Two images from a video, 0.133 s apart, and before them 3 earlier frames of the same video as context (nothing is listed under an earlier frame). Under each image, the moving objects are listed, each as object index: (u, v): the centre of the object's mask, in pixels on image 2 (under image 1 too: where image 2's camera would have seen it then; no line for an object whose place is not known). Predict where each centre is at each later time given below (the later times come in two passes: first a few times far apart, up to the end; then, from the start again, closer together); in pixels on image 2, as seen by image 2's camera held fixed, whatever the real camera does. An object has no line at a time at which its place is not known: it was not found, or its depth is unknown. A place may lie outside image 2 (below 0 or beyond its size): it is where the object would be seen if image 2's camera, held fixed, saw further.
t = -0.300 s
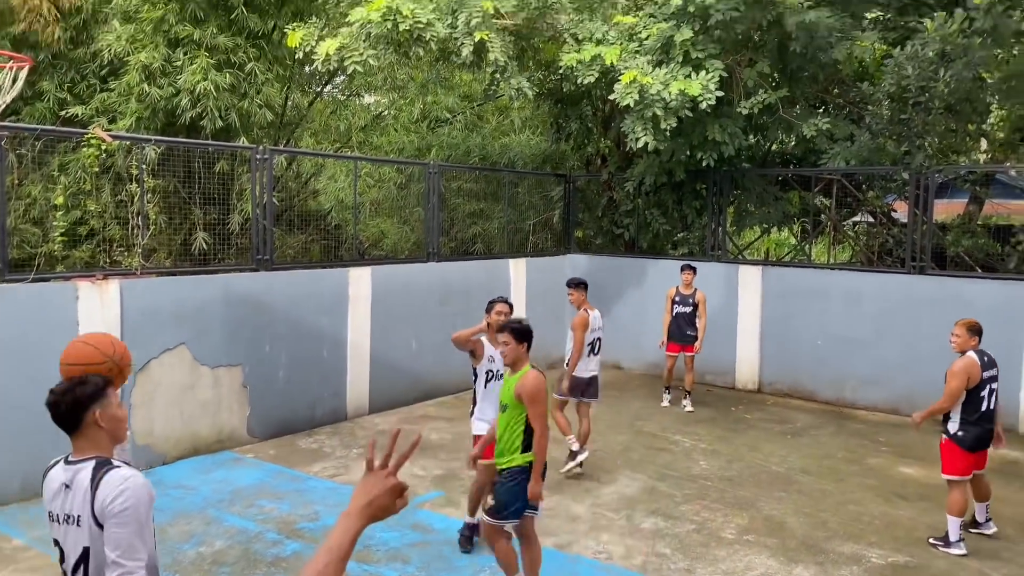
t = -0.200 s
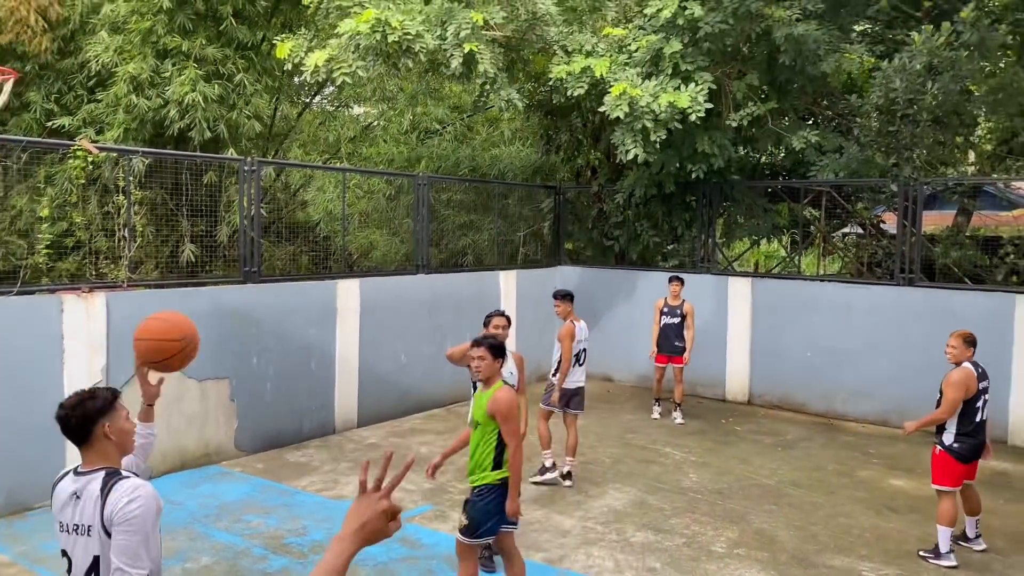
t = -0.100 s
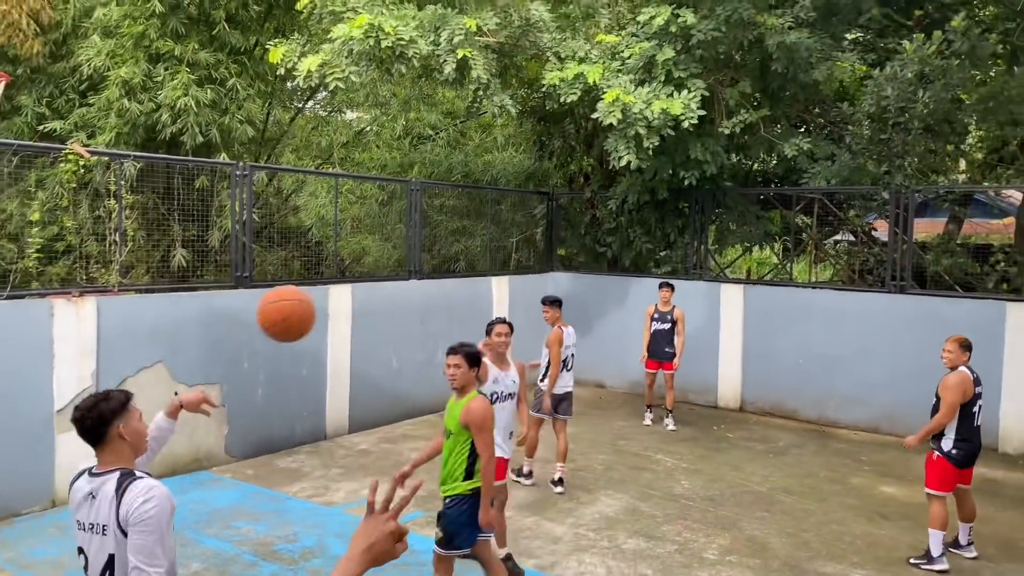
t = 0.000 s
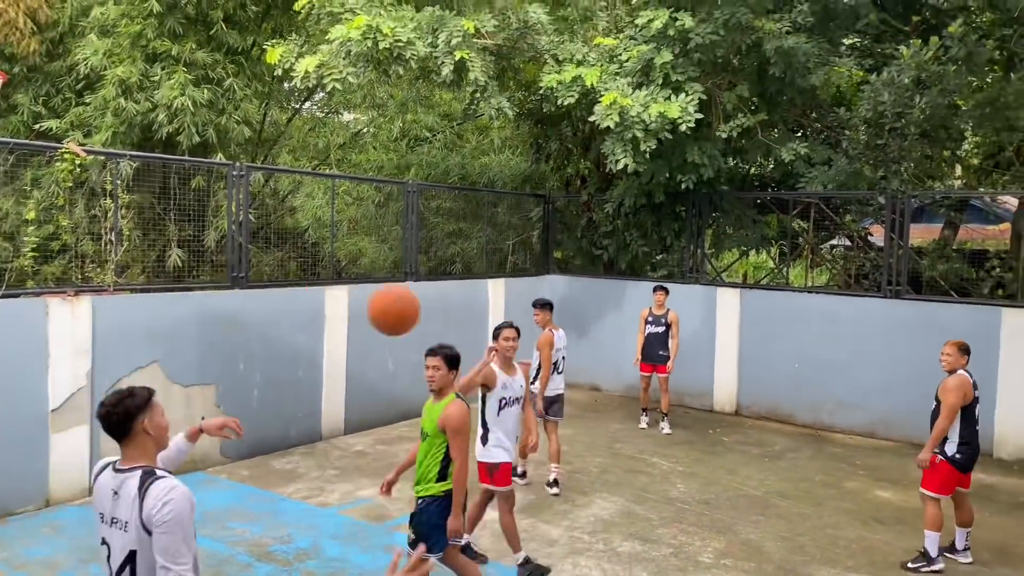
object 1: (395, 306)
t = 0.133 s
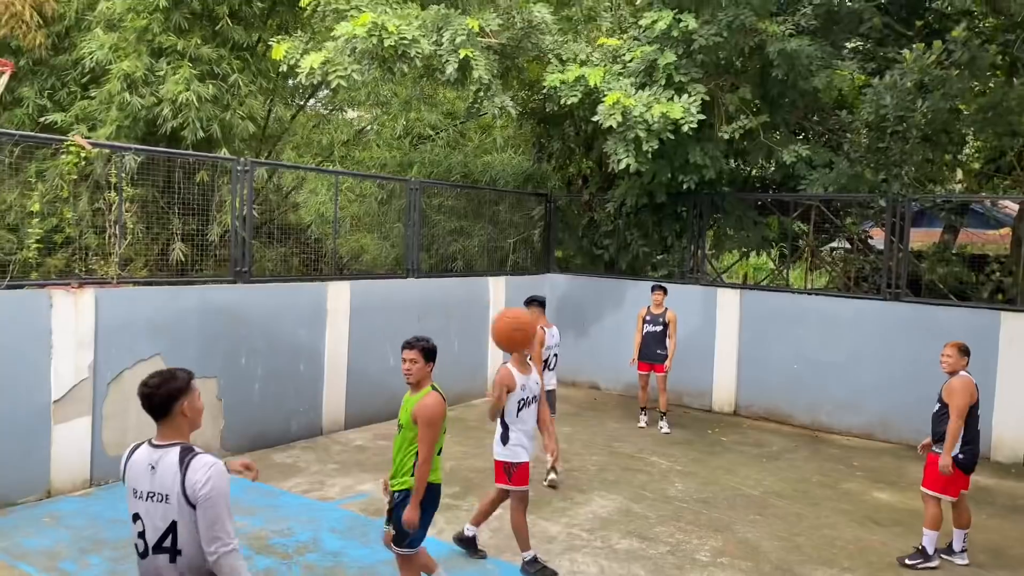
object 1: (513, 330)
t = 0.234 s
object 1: (586, 367)
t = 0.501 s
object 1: (732, 518)
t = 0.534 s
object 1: (746, 540)
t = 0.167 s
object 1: (539, 340)
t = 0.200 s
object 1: (564, 353)
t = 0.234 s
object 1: (586, 367)
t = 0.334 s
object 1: (648, 415)
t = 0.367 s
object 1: (667, 434)
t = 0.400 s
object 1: (685, 453)
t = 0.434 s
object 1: (701, 474)
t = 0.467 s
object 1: (717, 496)
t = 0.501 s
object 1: (732, 518)
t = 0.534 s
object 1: (746, 540)
